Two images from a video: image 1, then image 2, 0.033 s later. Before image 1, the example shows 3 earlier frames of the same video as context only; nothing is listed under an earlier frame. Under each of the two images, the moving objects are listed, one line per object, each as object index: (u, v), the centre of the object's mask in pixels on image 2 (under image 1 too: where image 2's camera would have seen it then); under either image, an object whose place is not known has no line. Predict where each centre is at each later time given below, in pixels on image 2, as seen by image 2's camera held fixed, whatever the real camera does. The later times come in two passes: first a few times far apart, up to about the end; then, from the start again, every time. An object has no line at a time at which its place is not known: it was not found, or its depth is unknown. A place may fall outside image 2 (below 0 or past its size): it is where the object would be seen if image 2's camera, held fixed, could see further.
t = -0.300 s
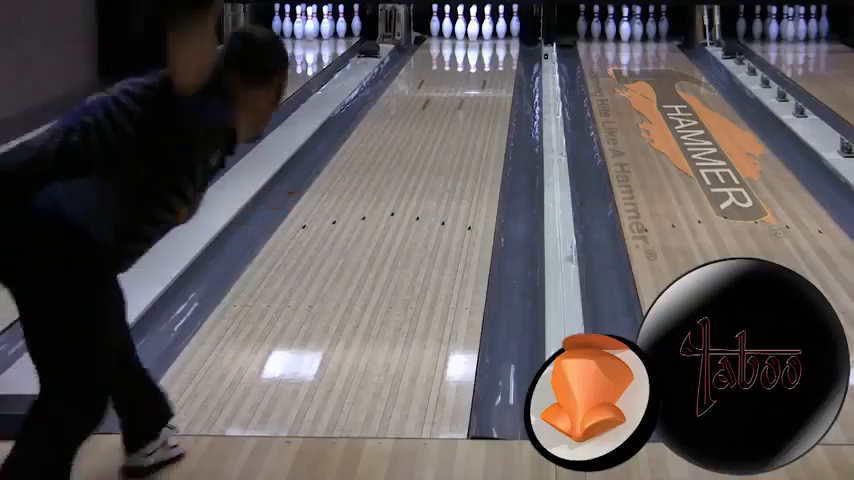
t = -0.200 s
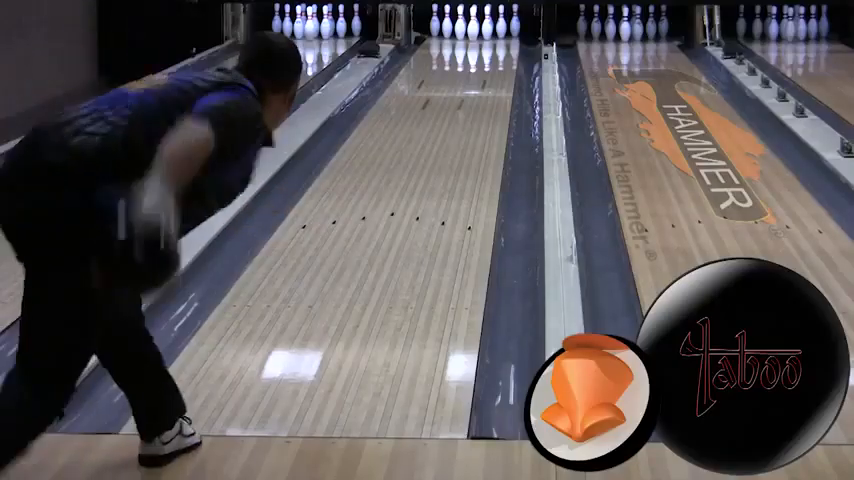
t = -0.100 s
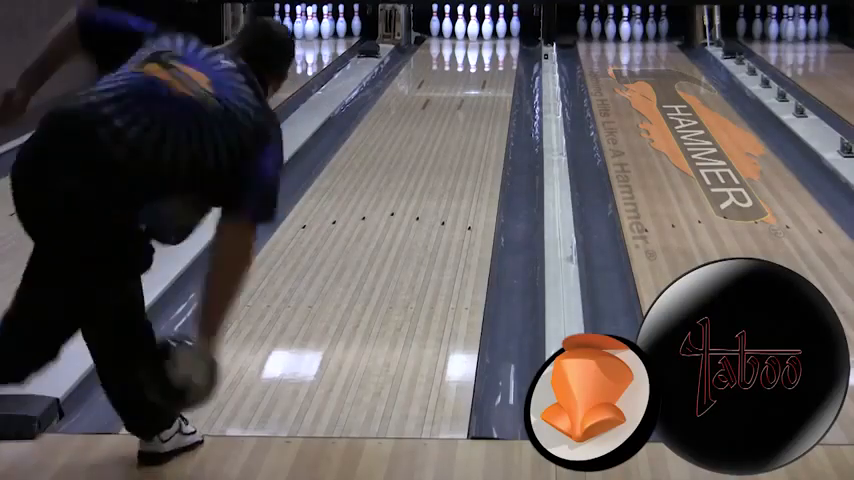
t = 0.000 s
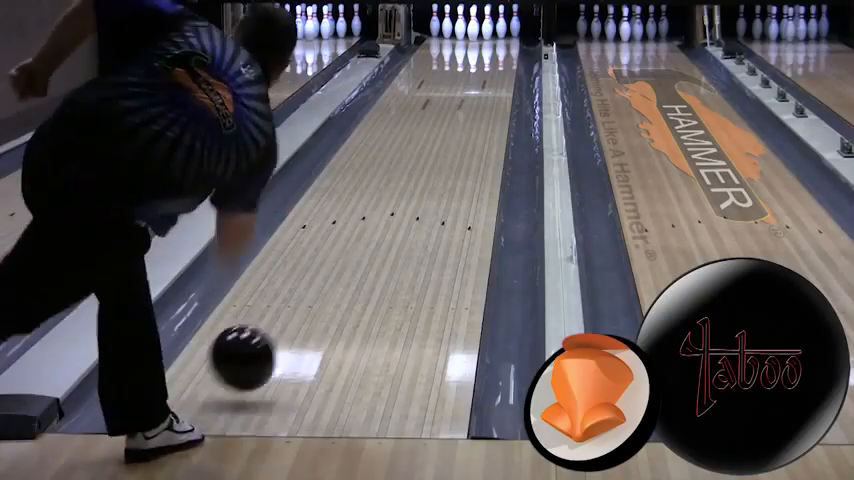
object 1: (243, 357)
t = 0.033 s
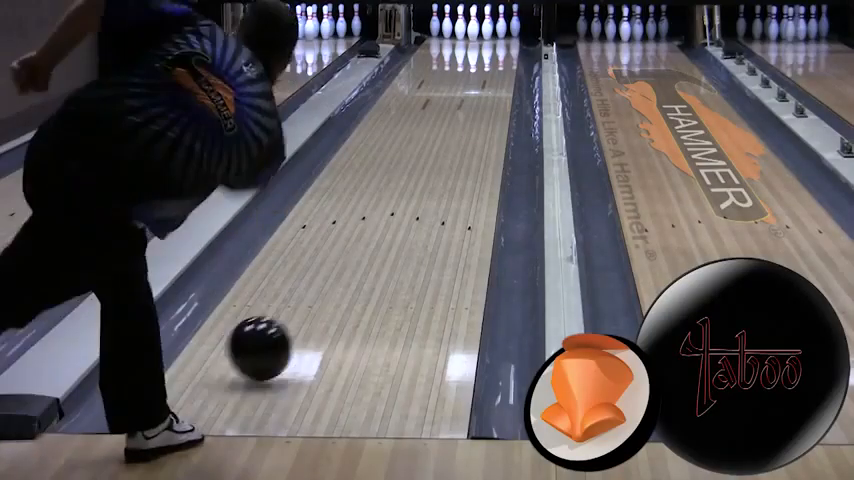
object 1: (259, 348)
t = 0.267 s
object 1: (347, 252)
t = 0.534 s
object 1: (408, 180)
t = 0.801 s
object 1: (447, 133)
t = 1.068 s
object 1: (473, 100)
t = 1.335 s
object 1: (491, 75)
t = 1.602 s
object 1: (496, 55)
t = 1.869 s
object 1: (490, 41)
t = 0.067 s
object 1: (275, 334)
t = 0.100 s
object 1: (289, 318)
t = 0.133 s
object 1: (302, 304)
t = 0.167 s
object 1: (314, 290)
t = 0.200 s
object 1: (326, 276)
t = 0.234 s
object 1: (336, 264)
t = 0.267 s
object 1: (347, 252)
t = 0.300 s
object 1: (356, 241)
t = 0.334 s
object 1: (365, 231)
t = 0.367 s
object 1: (373, 222)
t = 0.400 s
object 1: (381, 213)
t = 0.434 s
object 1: (388, 204)
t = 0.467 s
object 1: (395, 196)
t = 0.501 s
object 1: (402, 188)
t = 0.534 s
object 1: (408, 180)
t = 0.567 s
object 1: (413, 174)
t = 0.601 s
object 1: (419, 167)
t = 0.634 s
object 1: (424, 161)
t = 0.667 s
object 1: (429, 155)
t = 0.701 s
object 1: (434, 149)
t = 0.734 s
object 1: (438, 143)
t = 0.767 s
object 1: (443, 138)
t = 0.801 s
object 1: (447, 133)
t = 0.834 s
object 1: (450, 129)
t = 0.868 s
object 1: (454, 124)
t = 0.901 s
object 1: (458, 120)
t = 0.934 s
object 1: (461, 115)
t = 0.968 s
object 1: (464, 111)
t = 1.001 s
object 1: (467, 107)
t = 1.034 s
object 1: (471, 103)
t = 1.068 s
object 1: (473, 100)
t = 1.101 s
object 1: (476, 96)
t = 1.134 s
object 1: (478, 93)
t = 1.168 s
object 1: (481, 90)
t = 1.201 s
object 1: (483, 86)
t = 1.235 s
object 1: (485, 83)
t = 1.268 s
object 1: (487, 80)
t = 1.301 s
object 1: (489, 78)
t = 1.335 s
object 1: (491, 75)
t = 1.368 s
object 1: (492, 72)
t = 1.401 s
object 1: (493, 70)
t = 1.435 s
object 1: (494, 67)
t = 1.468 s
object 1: (495, 65)
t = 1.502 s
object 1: (496, 62)
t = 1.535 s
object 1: (496, 60)
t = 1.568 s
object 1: (497, 57)
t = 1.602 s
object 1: (496, 55)
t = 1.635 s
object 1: (496, 54)
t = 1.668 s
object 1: (496, 52)
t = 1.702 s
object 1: (496, 50)
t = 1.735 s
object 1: (495, 48)
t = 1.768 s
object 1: (494, 46)
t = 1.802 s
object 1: (493, 44)
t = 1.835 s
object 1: (492, 43)
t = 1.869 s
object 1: (490, 41)
